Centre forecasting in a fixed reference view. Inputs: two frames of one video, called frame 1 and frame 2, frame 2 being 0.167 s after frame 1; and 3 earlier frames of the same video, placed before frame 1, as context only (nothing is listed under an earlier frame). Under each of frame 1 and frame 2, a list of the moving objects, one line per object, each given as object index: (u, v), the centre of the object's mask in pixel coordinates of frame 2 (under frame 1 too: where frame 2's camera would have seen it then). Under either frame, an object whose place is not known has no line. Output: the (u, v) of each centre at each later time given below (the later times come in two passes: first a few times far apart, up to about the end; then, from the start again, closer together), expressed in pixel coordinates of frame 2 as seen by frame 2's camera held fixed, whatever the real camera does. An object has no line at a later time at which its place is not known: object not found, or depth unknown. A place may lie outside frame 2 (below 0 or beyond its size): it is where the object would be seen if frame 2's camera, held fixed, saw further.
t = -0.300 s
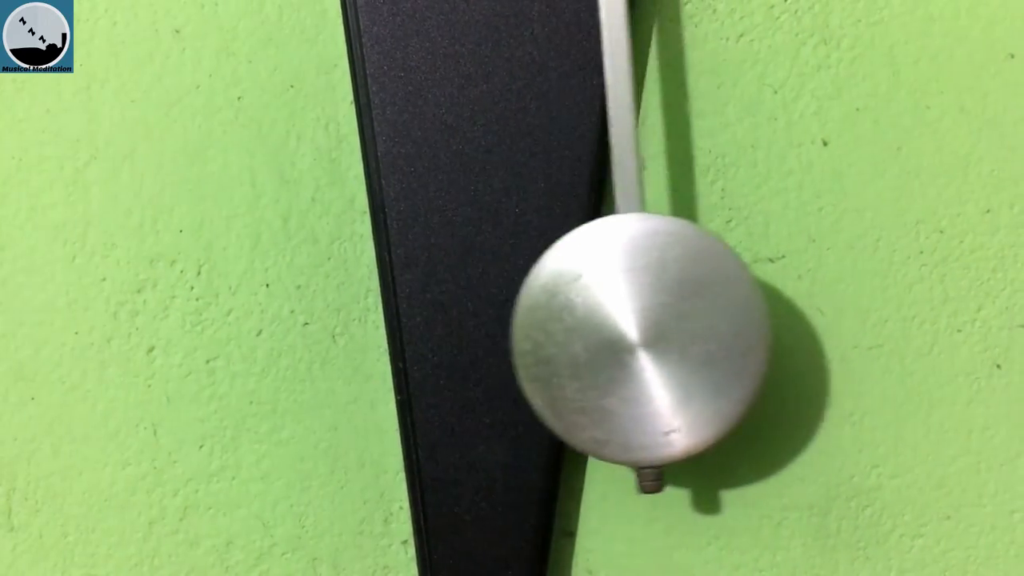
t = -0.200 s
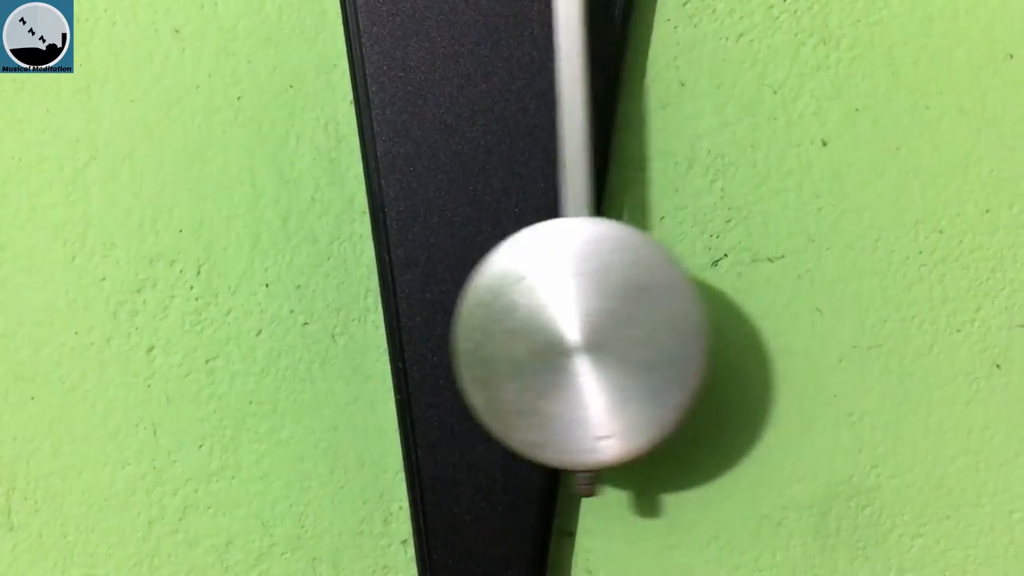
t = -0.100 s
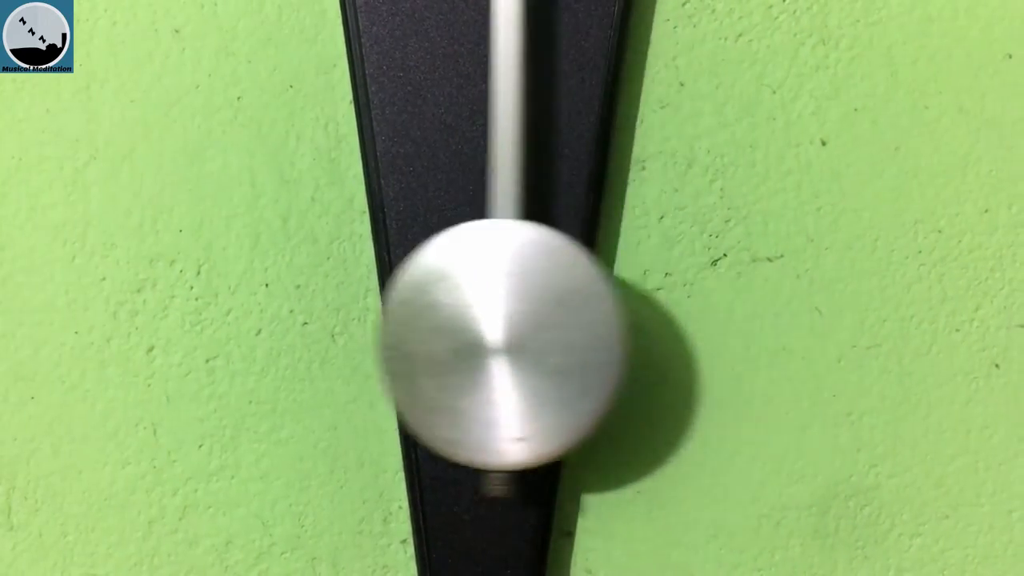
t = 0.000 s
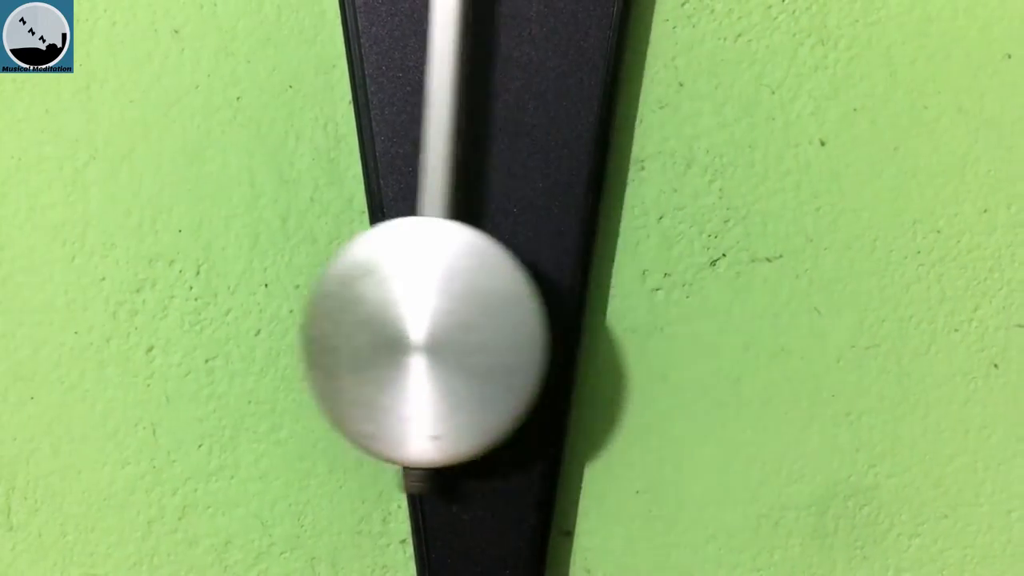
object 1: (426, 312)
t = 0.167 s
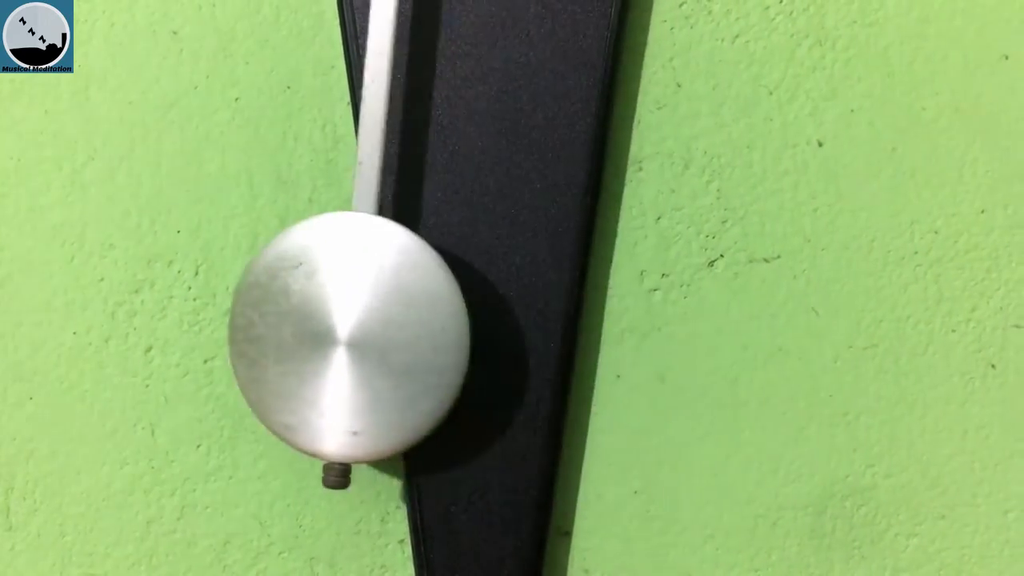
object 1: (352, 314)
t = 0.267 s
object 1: (361, 315)
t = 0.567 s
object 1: (560, 316)
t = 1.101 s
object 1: (481, 311)
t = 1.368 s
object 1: (346, 315)
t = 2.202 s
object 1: (536, 316)
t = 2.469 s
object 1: (367, 316)
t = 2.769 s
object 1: (456, 316)
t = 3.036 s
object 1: (631, 319)
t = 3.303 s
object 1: (583, 318)
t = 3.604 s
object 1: (379, 317)
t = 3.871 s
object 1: (403, 319)
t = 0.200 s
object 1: (350, 314)
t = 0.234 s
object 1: (353, 315)
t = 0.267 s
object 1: (361, 315)
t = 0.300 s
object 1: (373, 315)
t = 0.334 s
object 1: (390, 316)
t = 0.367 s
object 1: (410, 316)
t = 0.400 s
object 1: (433, 317)
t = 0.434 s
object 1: (457, 316)
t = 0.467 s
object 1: (483, 316)
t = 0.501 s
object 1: (509, 318)
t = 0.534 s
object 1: (534, 317)
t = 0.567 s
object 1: (560, 316)
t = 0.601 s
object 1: (583, 316)
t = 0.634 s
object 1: (604, 316)
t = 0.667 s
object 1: (622, 316)
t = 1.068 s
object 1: (506, 311)
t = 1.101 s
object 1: (481, 311)
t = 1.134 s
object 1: (456, 310)
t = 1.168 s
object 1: (430, 311)
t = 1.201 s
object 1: (407, 311)
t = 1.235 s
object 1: (387, 312)
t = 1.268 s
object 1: (370, 313)
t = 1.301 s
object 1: (357, 314)
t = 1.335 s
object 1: (349, 314)
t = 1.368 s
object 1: (346, 315)
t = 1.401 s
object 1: (348, 315)
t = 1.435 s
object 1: (356, 314)
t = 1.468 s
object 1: (368, 314)
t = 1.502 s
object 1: (384, 314)
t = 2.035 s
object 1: (636, 315)
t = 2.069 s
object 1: (622, 316)
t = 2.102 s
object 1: (605, 316)
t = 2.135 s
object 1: (584, 316)
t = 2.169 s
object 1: (561, 316)
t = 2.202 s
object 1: (536, 316)
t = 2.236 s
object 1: (511, 317)
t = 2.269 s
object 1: (486, 316)
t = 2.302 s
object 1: (461, 316)
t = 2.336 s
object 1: (437, 317)
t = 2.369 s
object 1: (414, 316)
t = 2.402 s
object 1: (395, 317)
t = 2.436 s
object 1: (379, 316)
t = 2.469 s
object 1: (367, 316)
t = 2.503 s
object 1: (359, 316)
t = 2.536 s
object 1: (357, 316)
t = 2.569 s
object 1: (359, 316)
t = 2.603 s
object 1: (366, 316)
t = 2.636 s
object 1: (377, 316)
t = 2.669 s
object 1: (392, 314)
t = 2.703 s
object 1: (411, 314)
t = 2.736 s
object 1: (432, 315)
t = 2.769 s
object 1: (456, 316)
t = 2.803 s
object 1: (480, 317)
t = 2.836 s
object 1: (505, 317)
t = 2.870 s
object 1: (529, 319)
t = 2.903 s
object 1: (554, 318)
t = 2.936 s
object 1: (577, 318)
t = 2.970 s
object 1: (598, 319)
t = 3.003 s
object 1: (616, 319)
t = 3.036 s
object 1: (631, 319)
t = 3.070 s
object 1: (641, 319)
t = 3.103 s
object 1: (646, 319)
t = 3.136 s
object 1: (647, 319)
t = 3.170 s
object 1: (643, 319)
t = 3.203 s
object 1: (634, 319)
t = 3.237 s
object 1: (621, 320)
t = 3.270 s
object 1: (603, 318)
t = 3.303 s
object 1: (583, 318)
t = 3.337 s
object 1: (560, 318)
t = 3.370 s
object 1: (536, 317)
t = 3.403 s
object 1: (511, 318)
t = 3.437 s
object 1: (486, 317)
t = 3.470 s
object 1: (462, 317)
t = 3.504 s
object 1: (438, 317)
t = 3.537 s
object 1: (416, 315)
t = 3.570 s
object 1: (397, 315)
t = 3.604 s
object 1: (379, 317)
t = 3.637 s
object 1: (367, 316)
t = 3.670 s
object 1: (358, 318)
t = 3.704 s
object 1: (354, 318)
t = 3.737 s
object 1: (355, 318)
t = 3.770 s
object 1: (360, 318)
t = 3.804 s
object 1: (370, 319)
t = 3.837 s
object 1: (385, 319)
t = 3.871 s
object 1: (403, 319)
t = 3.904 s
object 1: (424, 320)
